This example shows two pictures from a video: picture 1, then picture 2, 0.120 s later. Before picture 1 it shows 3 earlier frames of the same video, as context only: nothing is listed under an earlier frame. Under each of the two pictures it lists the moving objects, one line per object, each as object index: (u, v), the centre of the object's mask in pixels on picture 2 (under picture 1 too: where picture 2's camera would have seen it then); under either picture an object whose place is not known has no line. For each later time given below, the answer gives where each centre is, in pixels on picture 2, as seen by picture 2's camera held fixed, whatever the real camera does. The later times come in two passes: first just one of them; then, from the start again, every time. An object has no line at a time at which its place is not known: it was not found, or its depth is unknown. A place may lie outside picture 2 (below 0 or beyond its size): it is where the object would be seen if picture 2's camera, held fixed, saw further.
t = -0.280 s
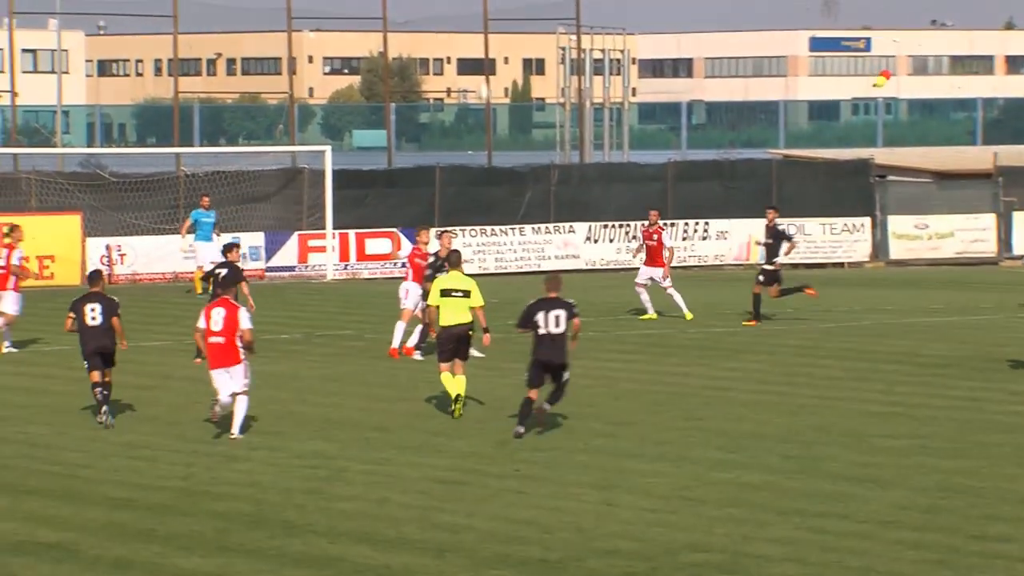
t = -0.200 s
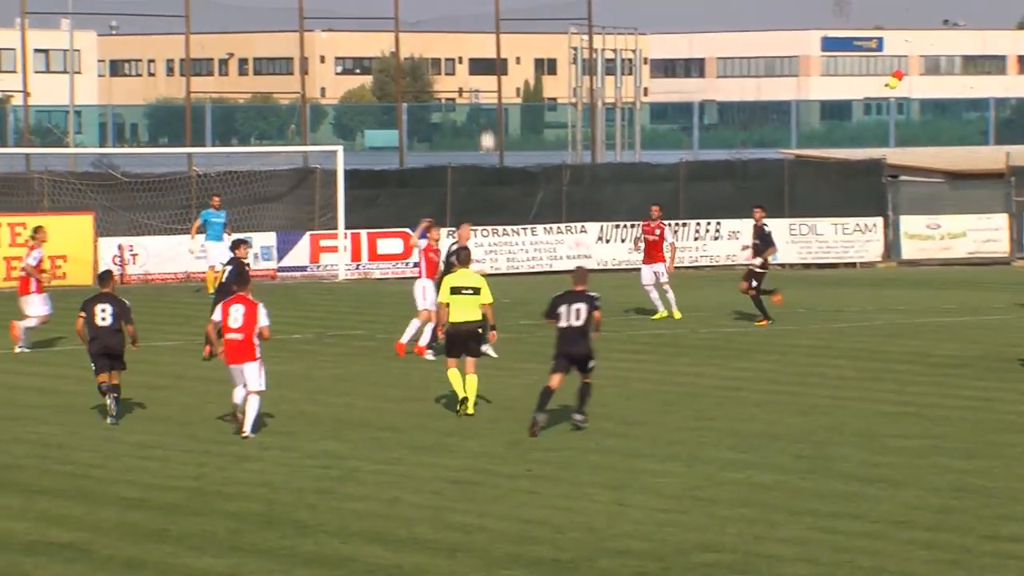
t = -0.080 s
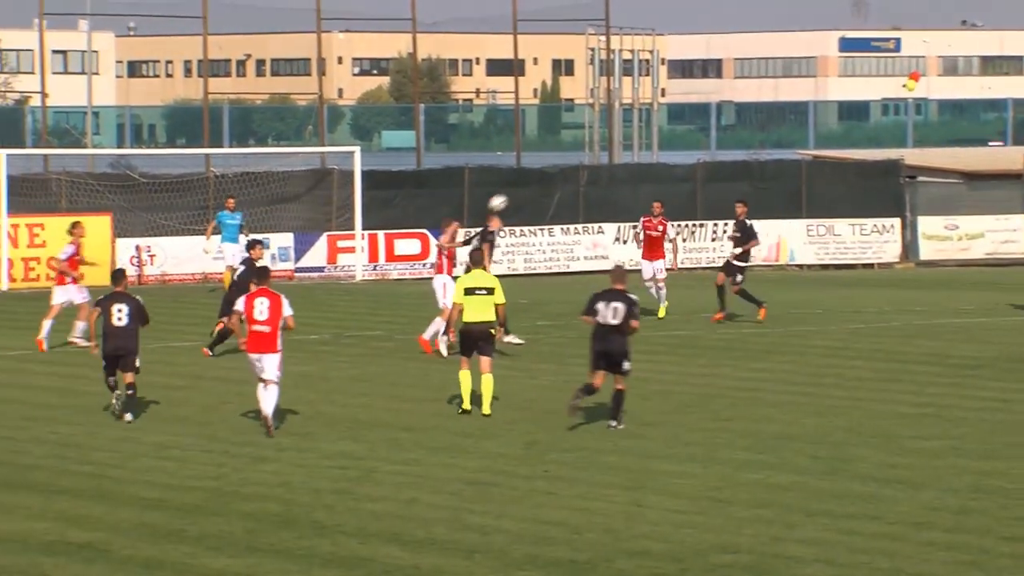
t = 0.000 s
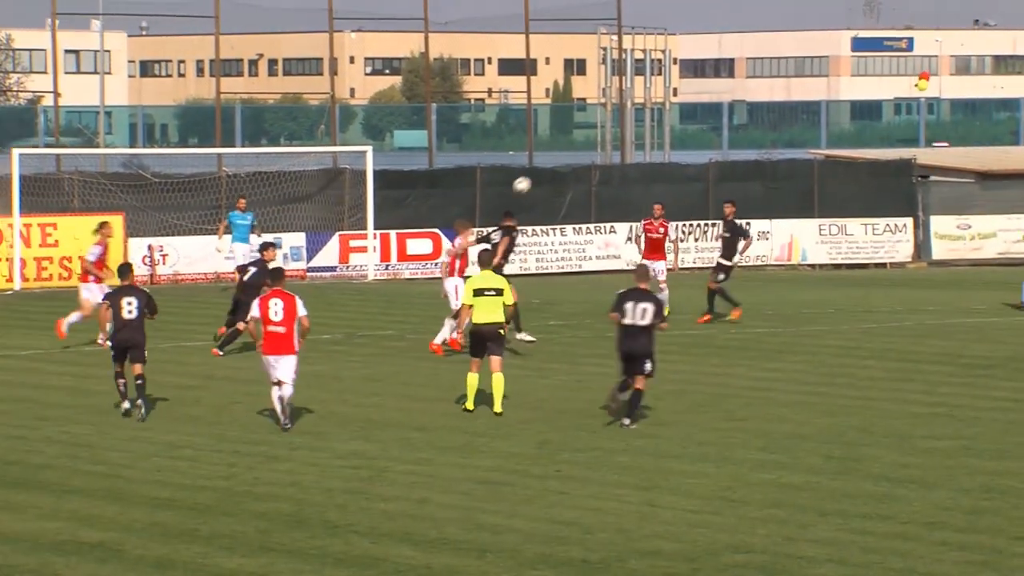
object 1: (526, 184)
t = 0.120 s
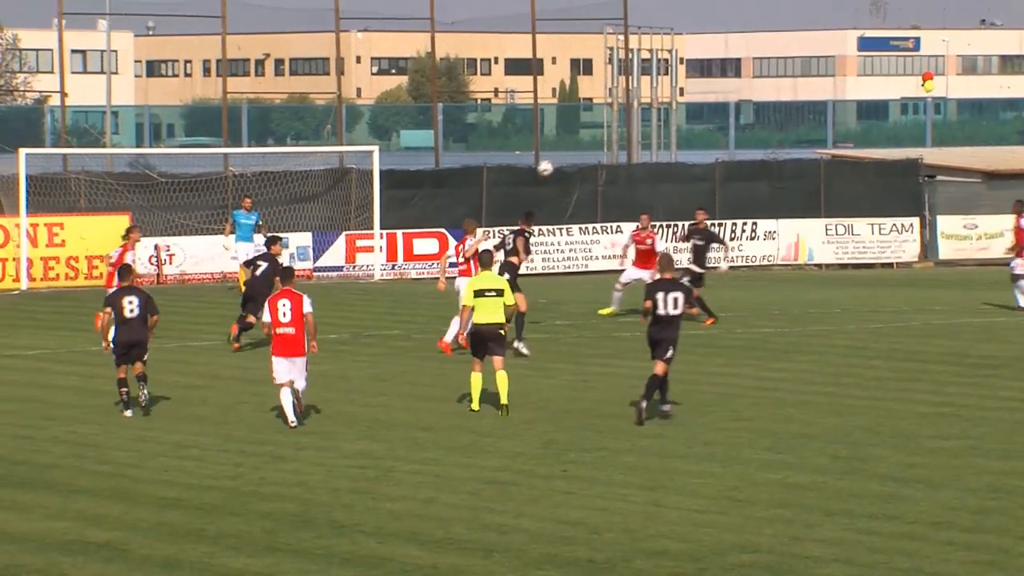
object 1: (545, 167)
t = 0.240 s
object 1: (559, 161)
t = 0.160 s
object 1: (550, 165)
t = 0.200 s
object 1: (556, 163)
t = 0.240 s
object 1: (559, 161)
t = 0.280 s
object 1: (564, 163)
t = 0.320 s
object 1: (568, 164)
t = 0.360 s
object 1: (571, 166)
